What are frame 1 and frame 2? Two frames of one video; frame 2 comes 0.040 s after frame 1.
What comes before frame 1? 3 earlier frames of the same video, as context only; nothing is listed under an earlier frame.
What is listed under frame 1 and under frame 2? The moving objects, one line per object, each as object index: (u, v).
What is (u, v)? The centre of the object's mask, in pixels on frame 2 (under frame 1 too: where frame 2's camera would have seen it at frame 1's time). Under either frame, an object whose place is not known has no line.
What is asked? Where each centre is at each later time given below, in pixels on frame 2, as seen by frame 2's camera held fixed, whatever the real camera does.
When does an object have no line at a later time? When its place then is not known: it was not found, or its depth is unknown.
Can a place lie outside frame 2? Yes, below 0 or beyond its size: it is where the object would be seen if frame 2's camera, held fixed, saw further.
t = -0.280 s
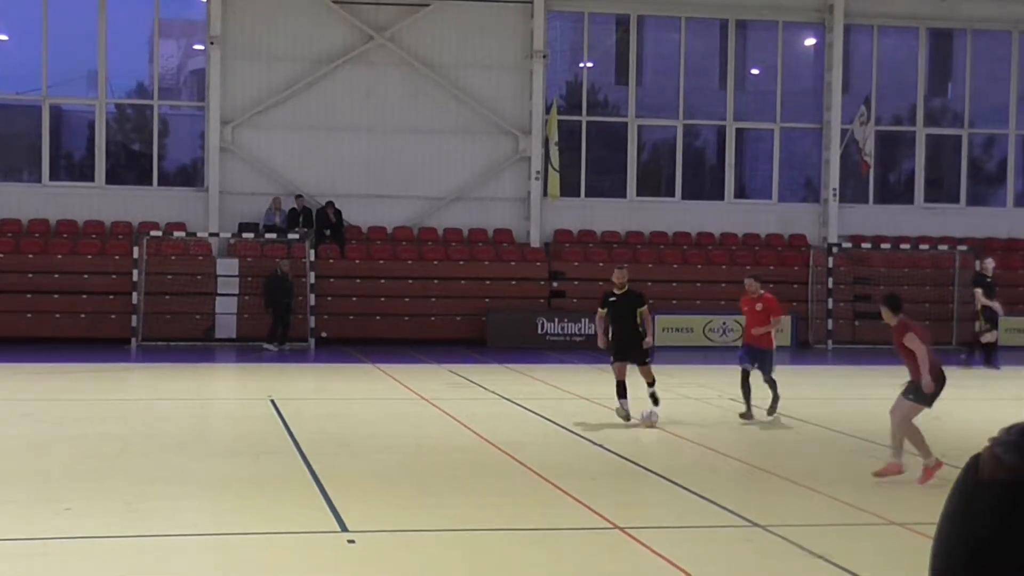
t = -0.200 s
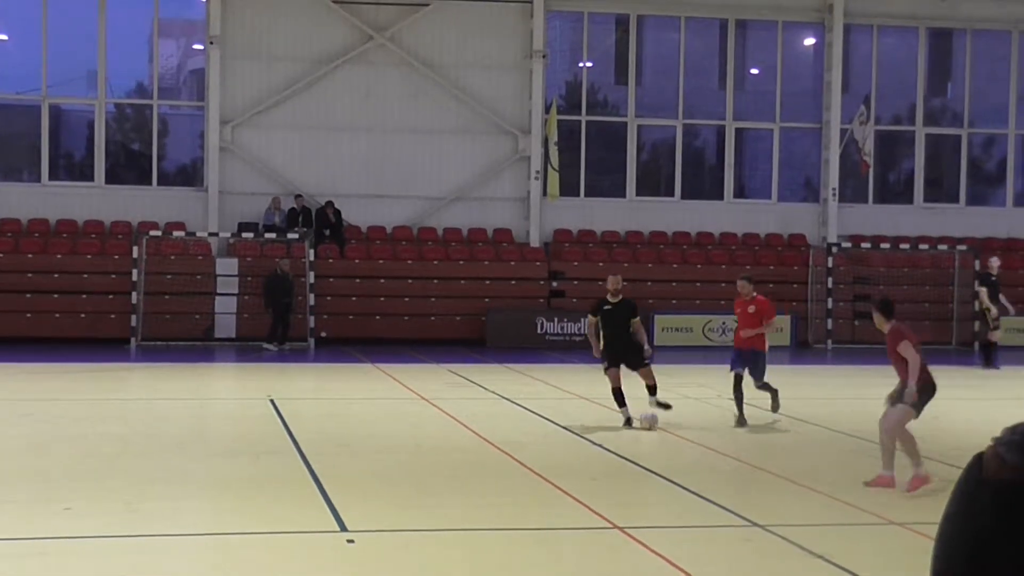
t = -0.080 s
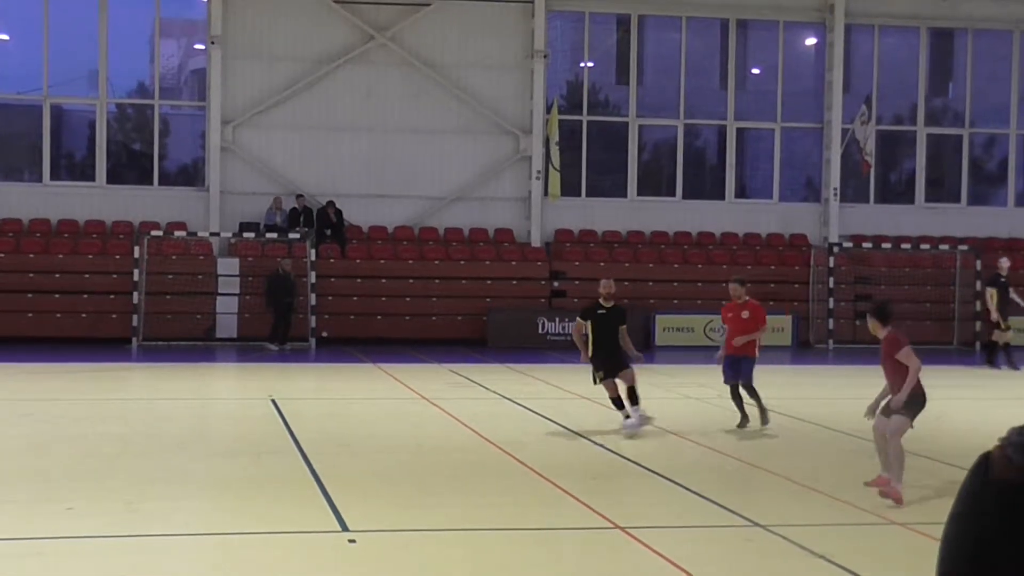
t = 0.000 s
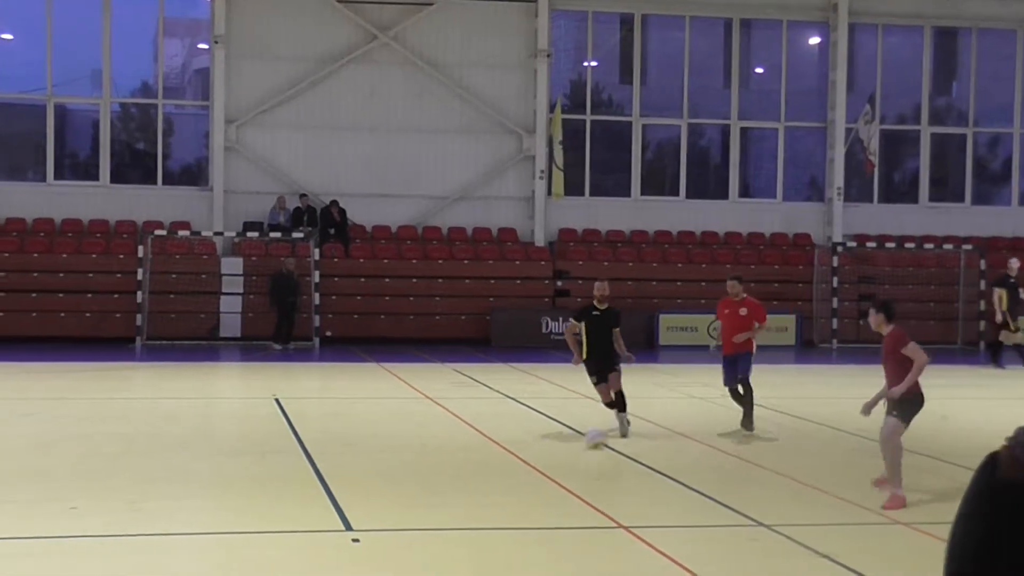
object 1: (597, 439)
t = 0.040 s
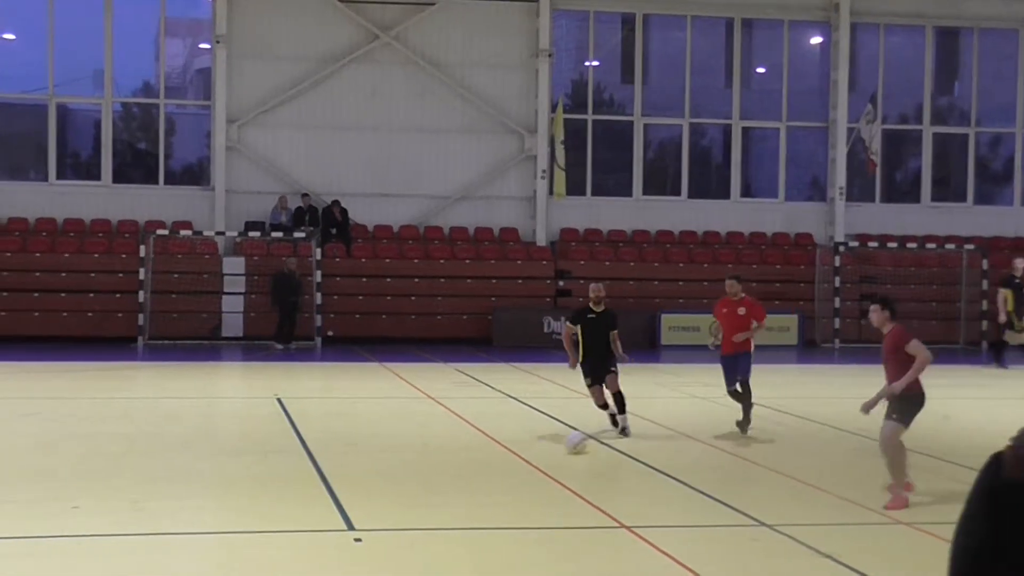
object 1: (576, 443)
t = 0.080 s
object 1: (555, 449)
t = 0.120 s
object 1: (534, 455)
